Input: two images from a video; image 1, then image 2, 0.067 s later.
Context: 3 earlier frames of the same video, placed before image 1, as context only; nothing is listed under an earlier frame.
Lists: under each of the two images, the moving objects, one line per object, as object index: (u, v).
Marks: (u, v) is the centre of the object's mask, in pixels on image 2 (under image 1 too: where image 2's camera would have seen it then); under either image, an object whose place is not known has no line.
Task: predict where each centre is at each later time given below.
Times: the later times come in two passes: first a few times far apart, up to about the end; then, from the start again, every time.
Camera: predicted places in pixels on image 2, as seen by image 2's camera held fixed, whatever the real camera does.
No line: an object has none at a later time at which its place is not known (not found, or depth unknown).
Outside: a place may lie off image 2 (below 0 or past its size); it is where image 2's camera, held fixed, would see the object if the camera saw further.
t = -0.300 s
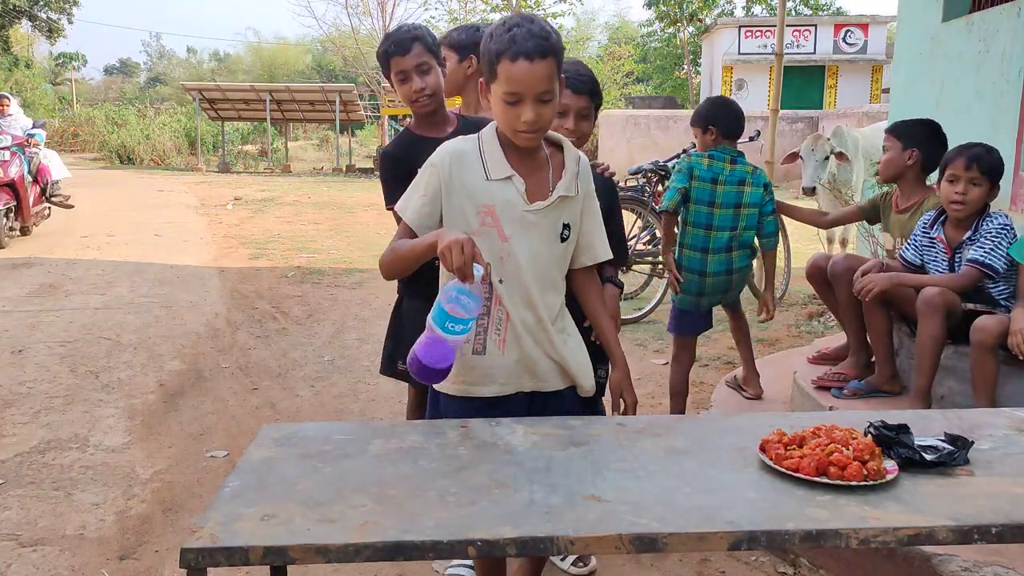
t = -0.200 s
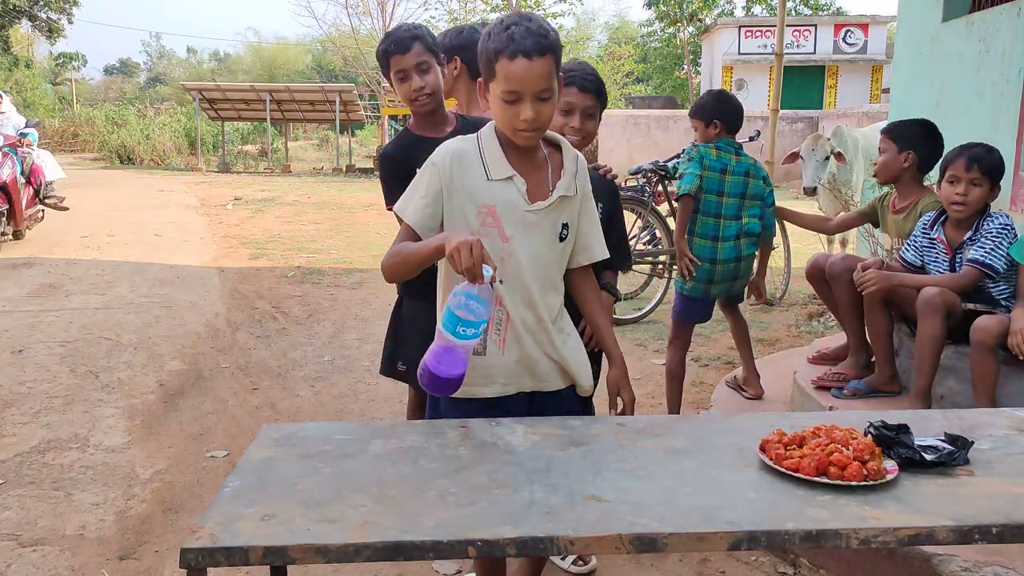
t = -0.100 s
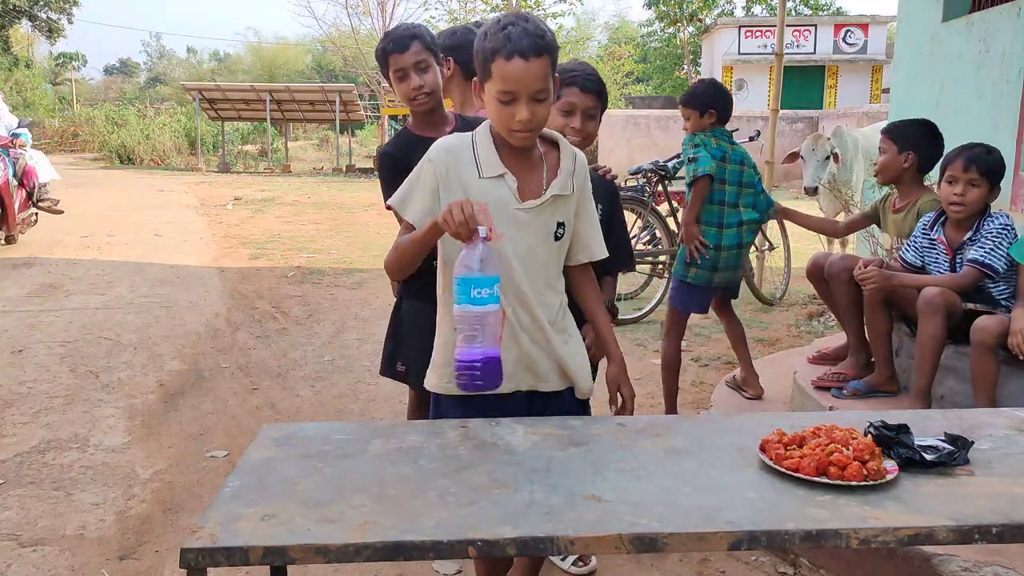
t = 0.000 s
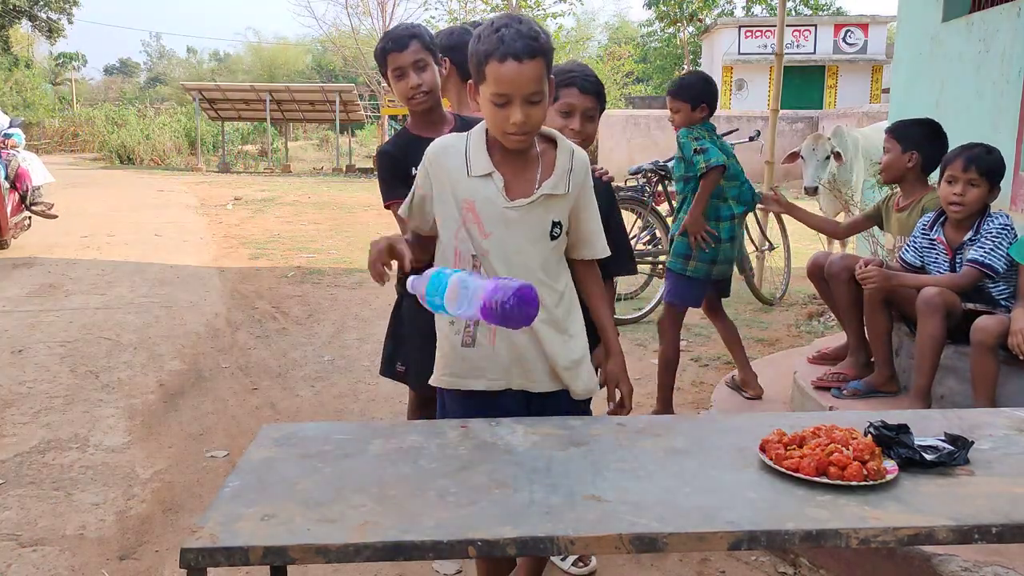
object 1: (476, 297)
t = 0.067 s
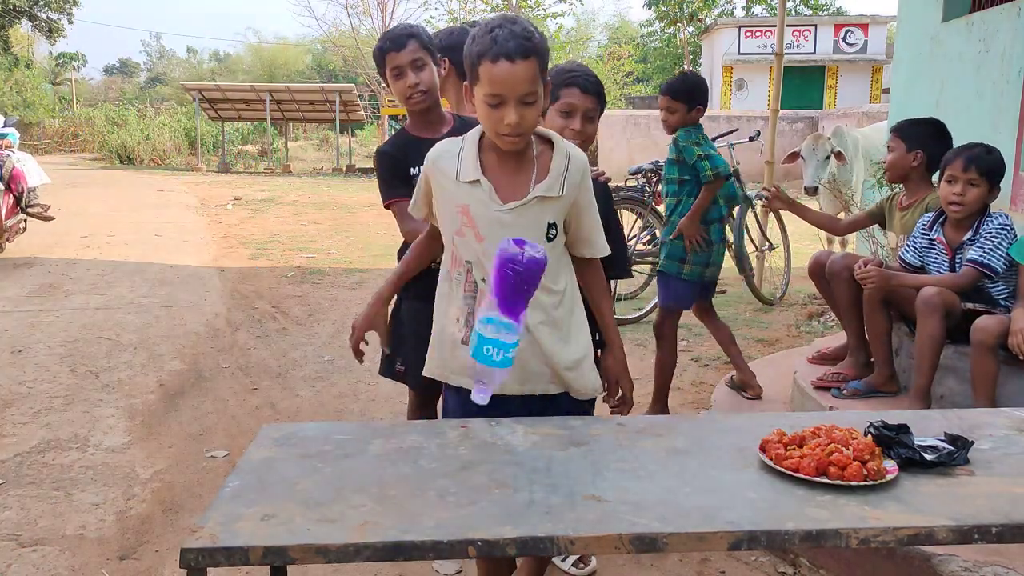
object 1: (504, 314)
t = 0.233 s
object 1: (575, 337)
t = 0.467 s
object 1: (605, 489)
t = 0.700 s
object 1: (601, 491)
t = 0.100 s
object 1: (525, 320)
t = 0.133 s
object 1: (545, 316)
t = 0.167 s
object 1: (558, 312)
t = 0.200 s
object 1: (568, 319)
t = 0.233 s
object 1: (575, 337)
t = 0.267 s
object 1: (580, 367)
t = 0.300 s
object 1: (584, 407)
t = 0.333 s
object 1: (590, 450)
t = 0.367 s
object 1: (603, 484)
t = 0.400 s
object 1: (603, 487)
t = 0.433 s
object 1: (604, 488)
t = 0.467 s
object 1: (605, 489)
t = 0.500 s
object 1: (605, 489)
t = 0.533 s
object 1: (603, 490)
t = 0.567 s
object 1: (602, 491)
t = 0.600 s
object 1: (600, 491)
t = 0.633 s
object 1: (599, 492)
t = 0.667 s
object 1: (600, 491)
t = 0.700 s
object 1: (601, 491)
